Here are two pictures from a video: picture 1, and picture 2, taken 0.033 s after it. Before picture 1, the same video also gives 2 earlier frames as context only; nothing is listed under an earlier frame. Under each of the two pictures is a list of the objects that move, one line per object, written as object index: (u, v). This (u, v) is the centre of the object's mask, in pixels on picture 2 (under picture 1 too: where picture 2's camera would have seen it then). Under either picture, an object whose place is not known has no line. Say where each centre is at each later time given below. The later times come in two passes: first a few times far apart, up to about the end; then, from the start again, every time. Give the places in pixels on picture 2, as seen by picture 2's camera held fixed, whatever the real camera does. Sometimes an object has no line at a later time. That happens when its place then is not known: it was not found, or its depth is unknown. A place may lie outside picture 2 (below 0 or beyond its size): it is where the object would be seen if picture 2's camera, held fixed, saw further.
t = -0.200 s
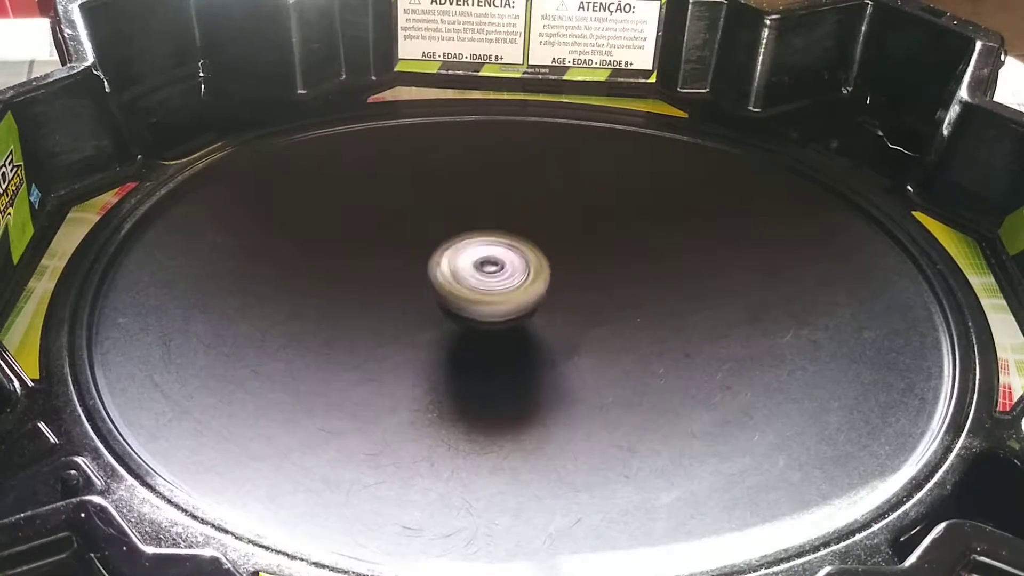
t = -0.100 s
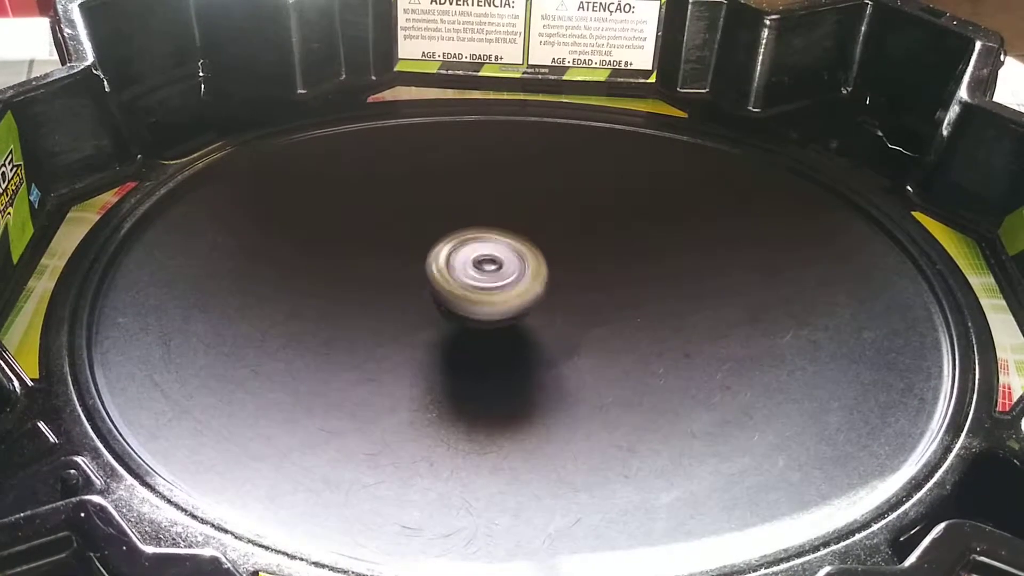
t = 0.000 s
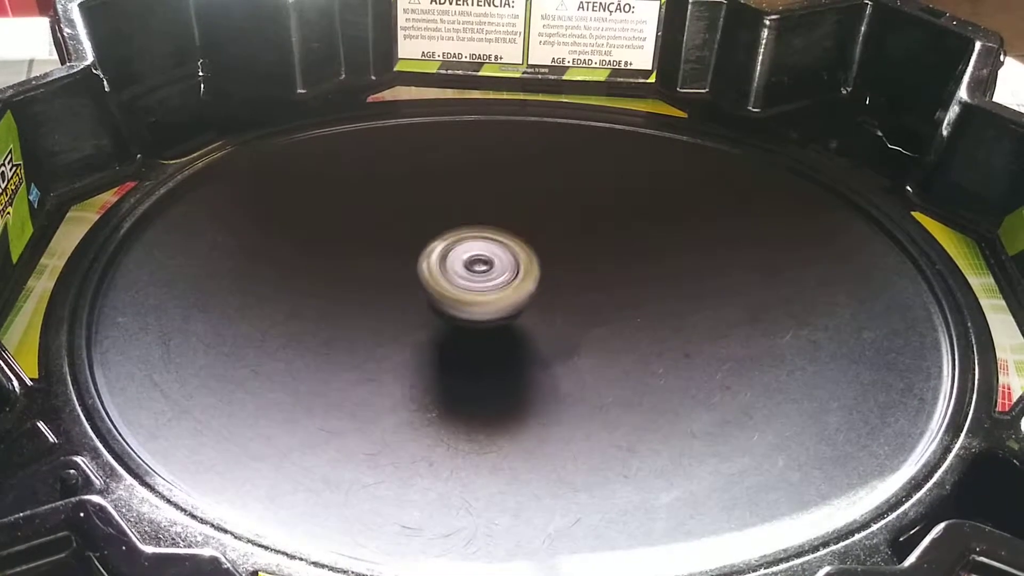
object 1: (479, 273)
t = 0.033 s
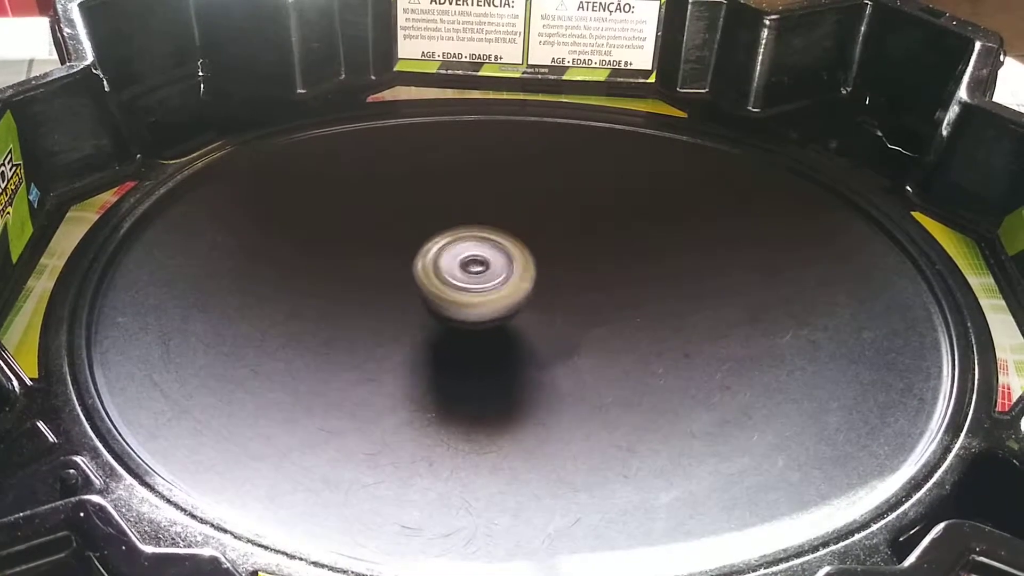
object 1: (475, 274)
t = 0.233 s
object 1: (453, 285)
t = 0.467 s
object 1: (454, 309)
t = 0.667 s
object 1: (472, 327)
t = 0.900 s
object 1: (501, 338)
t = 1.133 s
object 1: (531, 335)
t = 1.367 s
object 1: (551, 324)
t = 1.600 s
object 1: (560, 322)
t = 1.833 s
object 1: (569, 320)
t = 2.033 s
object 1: (575, 318)
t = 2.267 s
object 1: (582, 313)
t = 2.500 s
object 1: (580, 309)
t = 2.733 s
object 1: (581, 302)
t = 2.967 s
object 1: (578, 297)
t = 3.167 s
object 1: (576, 290)
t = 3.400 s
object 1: (565, 287)
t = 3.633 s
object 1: (560, 281)
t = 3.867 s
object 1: (559, 283)
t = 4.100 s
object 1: (558, 283)
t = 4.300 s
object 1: (557, 286)
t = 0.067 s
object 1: (471, 274)
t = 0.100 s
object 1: (466, 276)
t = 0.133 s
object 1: (462, 277)
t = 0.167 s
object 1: (459, 280)
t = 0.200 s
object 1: (456, 282)
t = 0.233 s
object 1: (453, 285)
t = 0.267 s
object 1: (451, 288)
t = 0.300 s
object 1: (451, 292)
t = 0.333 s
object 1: (450, 295)
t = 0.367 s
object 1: (450, 298)
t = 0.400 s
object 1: (450, 302)
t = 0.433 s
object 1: (452, 306)
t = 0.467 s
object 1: (454, 309)
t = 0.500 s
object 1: (456, 313)
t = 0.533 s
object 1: (458, 315)
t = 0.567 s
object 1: (461, 319)
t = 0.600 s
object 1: (465, 322)
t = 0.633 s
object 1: (469, 325)
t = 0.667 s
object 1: (472, 327)
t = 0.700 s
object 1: (475, 329)
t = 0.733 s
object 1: (480, 331)
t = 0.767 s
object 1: (484, 333)
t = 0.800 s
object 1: (488, 335)
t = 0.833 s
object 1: (492, 336)
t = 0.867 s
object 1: (496, 337)
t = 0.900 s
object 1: (501, 338)
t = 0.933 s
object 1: (505, 339)
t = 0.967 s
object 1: (509, 339)
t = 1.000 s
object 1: (513, 339)
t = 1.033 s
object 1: (518, 338)
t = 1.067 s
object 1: (523, 337)
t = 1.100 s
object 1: (527, 337)
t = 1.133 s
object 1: (531, 335)
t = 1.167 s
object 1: (535, 334)
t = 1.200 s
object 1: (539, 332)
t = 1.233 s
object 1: (542, 331)
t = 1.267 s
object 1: (545, 329)
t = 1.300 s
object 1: (548, 327)
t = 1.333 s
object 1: (550, 325)
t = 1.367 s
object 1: (551, 324)
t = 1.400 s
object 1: (551, 324)
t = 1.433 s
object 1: (554, 324)
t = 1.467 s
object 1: (552, 323)
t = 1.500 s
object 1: (555, 321)
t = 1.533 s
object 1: (556, 324)
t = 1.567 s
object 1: (557, 323)
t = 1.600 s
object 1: (560, 322)
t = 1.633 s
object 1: (559, 323)
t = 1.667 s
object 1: (562, 321)
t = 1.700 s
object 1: (566, 322)
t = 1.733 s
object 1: (564, 320)
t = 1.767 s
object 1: (567, 320)
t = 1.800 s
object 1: (569, 321)
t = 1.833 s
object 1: (569, 320)
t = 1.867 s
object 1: (572, 318)
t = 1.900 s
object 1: (572, 322)
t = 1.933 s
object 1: (572, 319)
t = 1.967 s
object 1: (575, 319)
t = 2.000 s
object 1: (574, 320)
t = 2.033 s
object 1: (575, 318)
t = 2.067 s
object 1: (579, 318)
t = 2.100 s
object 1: (577, 318)
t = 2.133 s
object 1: (578, 316)
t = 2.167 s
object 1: (582, 317)
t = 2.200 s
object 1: (580, 316)
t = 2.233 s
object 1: (581, 314)
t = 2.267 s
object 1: (582, 313)
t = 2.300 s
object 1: (583, 312)
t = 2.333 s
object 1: (582, 310)
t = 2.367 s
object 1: (581, 310)
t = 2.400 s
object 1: (582, 310)
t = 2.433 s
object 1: (582, 309)
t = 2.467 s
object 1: (581, 309)
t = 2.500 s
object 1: (580, 309)
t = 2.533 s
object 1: (583, 308)
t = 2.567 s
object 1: (581, 308)
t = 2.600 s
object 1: (580, 306)
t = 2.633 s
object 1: (582, 305)
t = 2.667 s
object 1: (580, 304)
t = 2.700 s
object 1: (579, 303)
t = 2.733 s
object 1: (581, 302)
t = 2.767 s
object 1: (579, 302)
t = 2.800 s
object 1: (578, 299)
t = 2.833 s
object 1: (581, 301)
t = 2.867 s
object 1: (579, 299)
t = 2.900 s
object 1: (578, 297)
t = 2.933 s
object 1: (580, 298)
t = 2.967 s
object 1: (578, 297)
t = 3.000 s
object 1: (578, 294)
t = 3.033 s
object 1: (579, 296)
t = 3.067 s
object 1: (577, 293)
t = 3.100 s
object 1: (575, 292)
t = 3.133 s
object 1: (572, 290)
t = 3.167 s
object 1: (576, 290)
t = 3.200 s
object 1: (573, 290)
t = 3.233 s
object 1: (570, 288)
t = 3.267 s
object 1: (570, 288)
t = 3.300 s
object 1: (568, 288)
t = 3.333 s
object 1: (566, 286)
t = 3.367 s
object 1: (568, 287)
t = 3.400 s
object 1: (565, 287)
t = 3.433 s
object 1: (563, 285)
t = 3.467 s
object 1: (564, 286)
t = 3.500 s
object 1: (563, 286)
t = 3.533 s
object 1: (561, 284)
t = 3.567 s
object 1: (565, 285)
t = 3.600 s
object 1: (562, 283)
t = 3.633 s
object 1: (560, 281)
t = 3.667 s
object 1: (561, 282)
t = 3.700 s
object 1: (561, 282)
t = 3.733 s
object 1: (559, 282)
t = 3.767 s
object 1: (561, 282)
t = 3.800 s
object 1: (562, 283)
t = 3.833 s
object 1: (559, 283)
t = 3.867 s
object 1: (559, 283)
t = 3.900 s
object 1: (561, 282)
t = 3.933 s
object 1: (560, 283)
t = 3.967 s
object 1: (558, 284)
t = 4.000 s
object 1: (559, 282)
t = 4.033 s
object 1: (559, 283)
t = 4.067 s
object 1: (559, 284)
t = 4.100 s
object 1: (558, 283)
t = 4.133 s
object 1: (560, 285)
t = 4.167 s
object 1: (559, 286)
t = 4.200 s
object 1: (559, 285)
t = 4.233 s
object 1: (560, 286)
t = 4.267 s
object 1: (558, 288)
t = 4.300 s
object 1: (557, 286)
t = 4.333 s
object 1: (558, 288)
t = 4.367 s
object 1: (556, 290)
